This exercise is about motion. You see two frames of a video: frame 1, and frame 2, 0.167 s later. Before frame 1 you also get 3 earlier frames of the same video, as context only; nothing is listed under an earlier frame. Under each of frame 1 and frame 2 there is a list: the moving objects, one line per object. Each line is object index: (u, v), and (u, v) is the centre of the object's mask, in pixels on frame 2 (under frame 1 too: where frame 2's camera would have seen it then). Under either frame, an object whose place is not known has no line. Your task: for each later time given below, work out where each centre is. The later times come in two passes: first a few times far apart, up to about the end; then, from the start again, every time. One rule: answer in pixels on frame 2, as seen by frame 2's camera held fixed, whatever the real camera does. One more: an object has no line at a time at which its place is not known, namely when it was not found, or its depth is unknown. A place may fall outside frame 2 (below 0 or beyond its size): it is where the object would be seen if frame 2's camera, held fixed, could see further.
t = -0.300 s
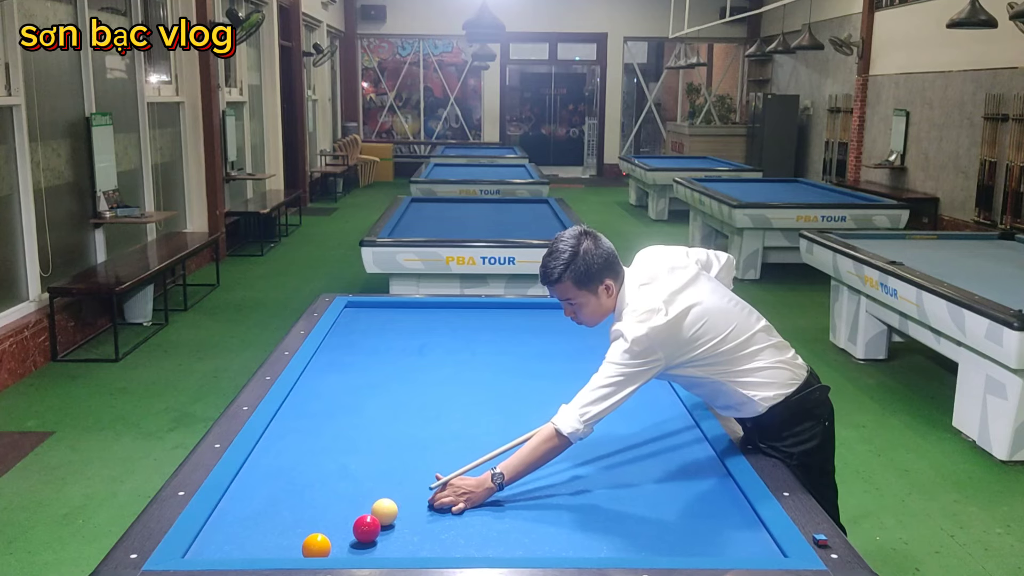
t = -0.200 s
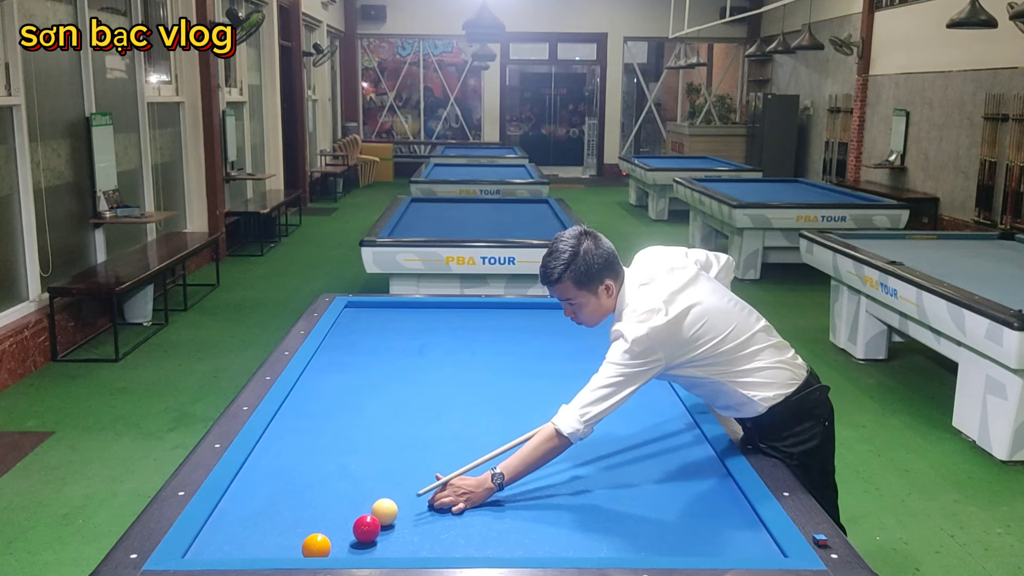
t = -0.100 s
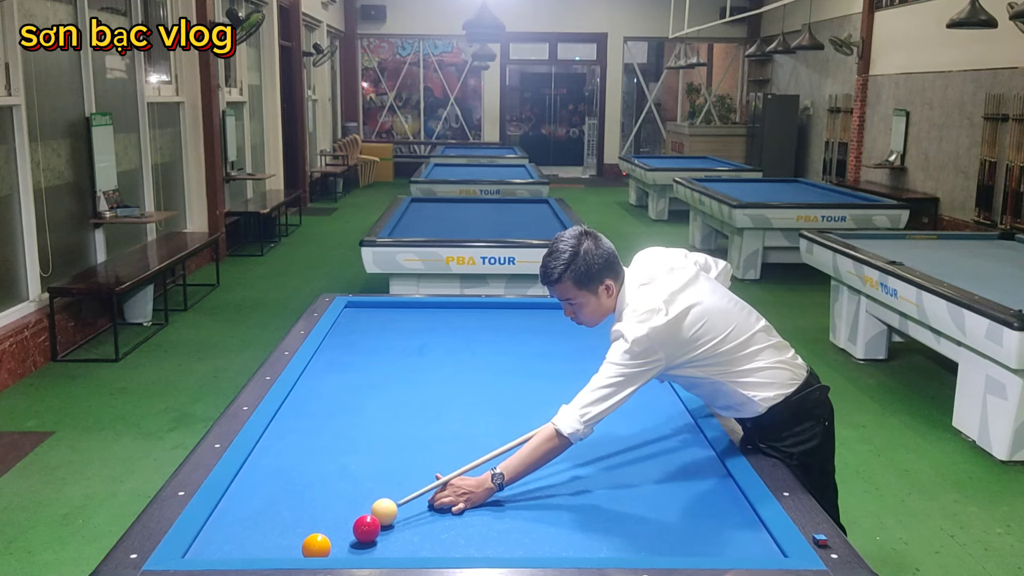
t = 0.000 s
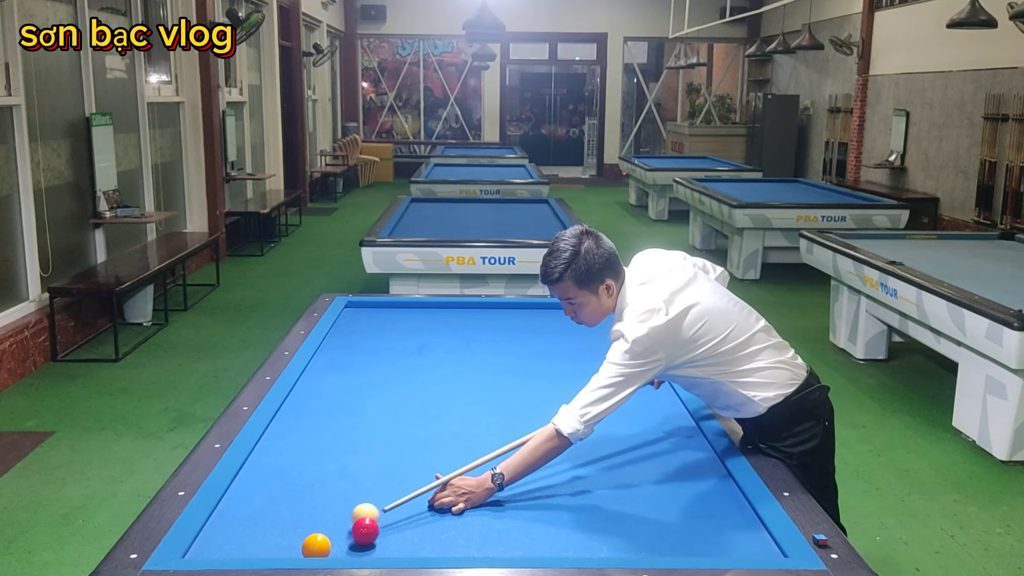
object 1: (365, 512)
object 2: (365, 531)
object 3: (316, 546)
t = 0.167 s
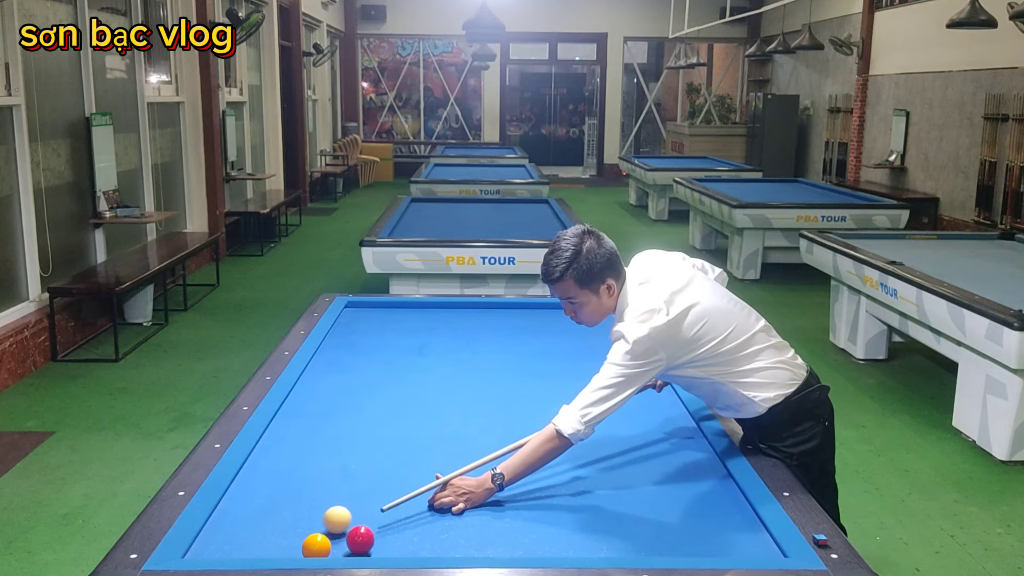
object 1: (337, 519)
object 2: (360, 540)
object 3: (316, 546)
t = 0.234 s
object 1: (326, 520)
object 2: (358, 543)
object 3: (316, 546)
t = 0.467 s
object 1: (287, 525)
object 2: (351, 550)
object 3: (316, 546)
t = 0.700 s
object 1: (248, 529)
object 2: (350, 546)
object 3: (316, 546)
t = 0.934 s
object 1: (212, 534)
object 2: (349, 542)
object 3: (316, 546)
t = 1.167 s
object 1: (233, 538)
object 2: (348, 536)
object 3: (317, 546)
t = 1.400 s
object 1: (253, 542)
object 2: (348, 531)
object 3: (316, 546)
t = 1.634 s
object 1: (272, 545)
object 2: (348, 526)
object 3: (316, 546)
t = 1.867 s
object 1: (287, 548)
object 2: (348, 522)
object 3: (319, 546)
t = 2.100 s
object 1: (292, 549)
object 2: (348, 519)
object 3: (329, 546)
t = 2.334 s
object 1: (296, 547)
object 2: (348, 516)
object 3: (338, 545)
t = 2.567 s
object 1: (300, 547)
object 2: (348, 514)
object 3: (346, 545)
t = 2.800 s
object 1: (302, 546)
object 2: (349, 512)
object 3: (352, 545)
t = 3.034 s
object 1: (305, 545)
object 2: (350, 511)
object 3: (358, 545)
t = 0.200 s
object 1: (332, 520)
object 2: (359, 541)
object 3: (316, 546)
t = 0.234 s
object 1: (326, 520)
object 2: (358, 543)
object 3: (316, 546)
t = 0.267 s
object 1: (321, 521)
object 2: (357, 544)
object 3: (316, 546)
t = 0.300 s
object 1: (315, 521)
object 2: (356, 545)
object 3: (316, 546)
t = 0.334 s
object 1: (309, 522)
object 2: (355, 546)
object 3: (316, 546)
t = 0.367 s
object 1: (304, 523)
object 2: (354, 547)
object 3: (316, 546)
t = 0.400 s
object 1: (298, 524)
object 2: (353, 548)
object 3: (316, 546)
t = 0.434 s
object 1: (293, 524)
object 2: (352, 549)
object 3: (316, 546)
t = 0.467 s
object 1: (287, 525)
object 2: (351, 550)
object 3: (316, 546)
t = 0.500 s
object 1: (282, 525)
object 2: (351, 549)
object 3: (316, 546)
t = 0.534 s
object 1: (276, 526)
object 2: (351, 549)
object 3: (316, 546)
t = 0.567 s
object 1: (270, 526)
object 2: (351, 548)
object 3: (316, 546)
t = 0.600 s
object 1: (265, 527)
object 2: (351, 547)
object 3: (316, 546)
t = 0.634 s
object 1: (259, 528)
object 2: (351, 547)
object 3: (316, 546)
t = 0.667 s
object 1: (254, 529)
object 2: (350, 547)
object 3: (316, 546)
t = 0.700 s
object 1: (248, 529)
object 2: (350, 546)
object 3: (316, 546)
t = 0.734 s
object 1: (243, 530)
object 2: (350, 545)
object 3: (316, 546)
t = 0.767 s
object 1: (237, 530)
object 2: (350, 545)
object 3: (316, 546)
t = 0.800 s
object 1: (232, 531)
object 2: (350, 544)
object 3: (316, 546)
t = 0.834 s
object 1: (226, 532)
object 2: (350, 544)
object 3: (316, 546)
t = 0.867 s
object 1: (220, 532)
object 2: (349, 543)
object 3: (316, 546)
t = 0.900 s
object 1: (215, 533)
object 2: (349, 542)
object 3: (316, 546)
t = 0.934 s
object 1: (212, 534)
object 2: (349, 542)
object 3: (316, 546)
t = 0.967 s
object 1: (216, 534)
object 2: (349, 541)
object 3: (316, 546)
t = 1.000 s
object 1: (219, 535)
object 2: (349, 540)
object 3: (316, 546)
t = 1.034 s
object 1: (222, 536)
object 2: (349, 539)
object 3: (317, 546)
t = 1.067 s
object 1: (224, 536)
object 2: (349, 538)
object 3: (316, 546)
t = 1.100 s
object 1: (227, 537)
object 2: (349, 537)
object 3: (317, 546)
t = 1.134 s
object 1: (230, 537)
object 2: (348, 536)
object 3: (316, 546)
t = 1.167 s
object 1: (233, 538)
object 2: (348, 536)
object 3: (317, 546)
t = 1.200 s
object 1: (236, 539)
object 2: (348, 535)
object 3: (317, 546)
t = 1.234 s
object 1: (239, 539)
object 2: (348, 534)
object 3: (316, 546)
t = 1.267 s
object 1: (241, 540)
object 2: (348, 533)
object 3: (316, 546)
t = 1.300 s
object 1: (244, 540)
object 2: (348, 533)
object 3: (316, 546)
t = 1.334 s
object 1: (247, 541)
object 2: (348, 532)
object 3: (316, 546)
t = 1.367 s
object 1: (250, 542)
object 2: (348, 531)
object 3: (316, 546)
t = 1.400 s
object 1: (253, 542)
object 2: (348, 531)
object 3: (316, 546)
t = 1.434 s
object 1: (256, 543)
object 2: (348, 530)
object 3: (316, 546)
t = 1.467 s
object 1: (258, 543)
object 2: (348, 529)
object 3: (316, 546)
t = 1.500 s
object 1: (261, 544)
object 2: (348, 529)
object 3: (316, 546)
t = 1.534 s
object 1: (264, 544)
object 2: (348, 528)
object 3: (316, 546)
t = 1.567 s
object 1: (266, 545)
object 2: (348, 528)
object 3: (316, 546)
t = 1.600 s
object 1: (269, 545)
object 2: (348, 527)
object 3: (316, 546)
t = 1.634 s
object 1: (272, 545)
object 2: (348, 526)
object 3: (316, 546)
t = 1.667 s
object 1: (274, 546)
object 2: (348, 526)
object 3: (316, 546)
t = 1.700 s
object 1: (277, 546)
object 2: (348, 525)
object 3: (316, 546)
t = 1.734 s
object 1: (280, 546)
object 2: (348, 524)
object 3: (316, 546)
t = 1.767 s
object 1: (282, 547)
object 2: (348, 524)
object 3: (316, 546)
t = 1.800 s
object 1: (285, 547)
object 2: (348, 523)
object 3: (316, 546)
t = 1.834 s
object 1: (287, 547)
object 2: (348, 523)
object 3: (317, 546)
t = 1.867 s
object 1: (287, 548)
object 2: (348, 522)
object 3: (319, 546)
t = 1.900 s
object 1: (288, 548)
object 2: (348, 522)
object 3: (320, 546)
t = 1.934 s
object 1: (289, 549)
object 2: (348, 521)
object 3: (322, 546)
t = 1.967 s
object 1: (289, 549)
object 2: (348, 520)
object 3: (323, 545)
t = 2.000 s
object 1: (290, 549)
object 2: (348, 520)
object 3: (325, 546)
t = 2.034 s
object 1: (290, 550)
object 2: (348, 519)
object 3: (326, 546)
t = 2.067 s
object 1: (291, 549)
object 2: (348, 519)
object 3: (328, 546)
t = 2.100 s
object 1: (292, 549)
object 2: (348, 519)
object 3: (329, 546)
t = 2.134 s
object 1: (292, 549)
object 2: (348, 518)
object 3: (330, 545)
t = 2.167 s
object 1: (293, 549)
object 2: (348, 518)
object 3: (332, 545)
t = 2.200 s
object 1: (294, 548)
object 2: (348, 517)
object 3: (333, 545)
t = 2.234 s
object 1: (294, 548)
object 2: (348, 517)
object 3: (334, 545)
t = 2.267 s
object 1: (295, 548)
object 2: (348, 516)
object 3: (335, 545)
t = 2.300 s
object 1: (295, 548)
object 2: (348, 516)
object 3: (337, 545)
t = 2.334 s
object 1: (296, 547)
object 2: (348, 516)
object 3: (338, 545)
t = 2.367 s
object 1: (297, 547)
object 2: (348, 515)
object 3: (339, 545)
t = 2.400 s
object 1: (297, 547)
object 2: (348, 515)
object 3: (340, 545)
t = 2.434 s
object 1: (298, 547)
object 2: (348, 515)
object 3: (342, 545)
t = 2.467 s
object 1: (298, 547)
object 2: (348, 514)
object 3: (343, 545)
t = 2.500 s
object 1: (299, 547)
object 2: (348, 514)
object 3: (344, 545)
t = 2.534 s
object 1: (299, 547)
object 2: (348, 514)
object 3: (345, 545)
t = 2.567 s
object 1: (300, 547)
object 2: (348, 514)
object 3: (346, 545)
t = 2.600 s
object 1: (300, 547)
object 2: (348, 514)
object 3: (347, 545)
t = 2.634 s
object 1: (300, 547)
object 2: (348, 513)
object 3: (348, 545)
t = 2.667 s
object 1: (301, 546)
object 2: (348, 513)
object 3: (349, 545)
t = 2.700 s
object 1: (301, 546)
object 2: (348, 513)
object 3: (350, 545)
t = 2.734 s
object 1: (302, 546)
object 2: (348, 513)
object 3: (350, 545)
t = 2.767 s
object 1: (302, 546)
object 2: (349, 512)
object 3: (351, 545)
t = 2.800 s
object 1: (302, 546)
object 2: (349, 512)
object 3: (352, 545)
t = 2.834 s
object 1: (303, 546)
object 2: (349, 512)
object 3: (353, 545)
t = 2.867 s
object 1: (303, 546)
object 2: (349, 512)
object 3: (354, 545)
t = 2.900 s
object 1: (304, 546)
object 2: (349, 511)
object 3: (355, 545)
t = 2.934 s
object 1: (304, 546)
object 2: (349, 511)
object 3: (356, 545)
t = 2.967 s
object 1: (305, 545)
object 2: (350, 511)
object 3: (357, 545)
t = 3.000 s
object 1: (305, 545)
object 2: (350, 511)
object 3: (357, 545)
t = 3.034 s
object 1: (305, 545)
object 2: (350, 511)
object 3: (358, 545)
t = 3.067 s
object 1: (305, 545)
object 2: (350, 511)
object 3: (359, 545)
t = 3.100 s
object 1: (306, 545)
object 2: (350, 510)
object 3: (359, 545)
